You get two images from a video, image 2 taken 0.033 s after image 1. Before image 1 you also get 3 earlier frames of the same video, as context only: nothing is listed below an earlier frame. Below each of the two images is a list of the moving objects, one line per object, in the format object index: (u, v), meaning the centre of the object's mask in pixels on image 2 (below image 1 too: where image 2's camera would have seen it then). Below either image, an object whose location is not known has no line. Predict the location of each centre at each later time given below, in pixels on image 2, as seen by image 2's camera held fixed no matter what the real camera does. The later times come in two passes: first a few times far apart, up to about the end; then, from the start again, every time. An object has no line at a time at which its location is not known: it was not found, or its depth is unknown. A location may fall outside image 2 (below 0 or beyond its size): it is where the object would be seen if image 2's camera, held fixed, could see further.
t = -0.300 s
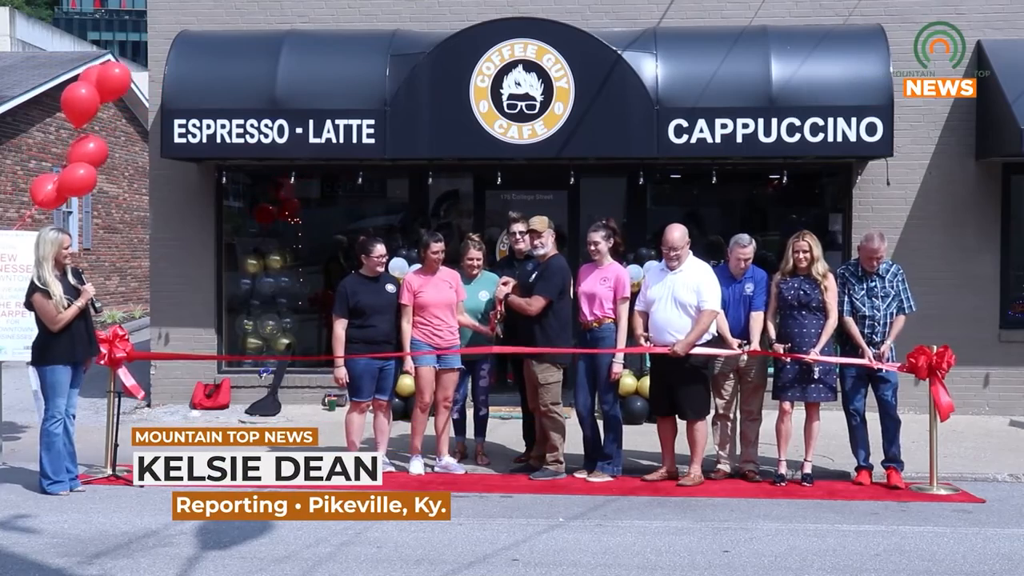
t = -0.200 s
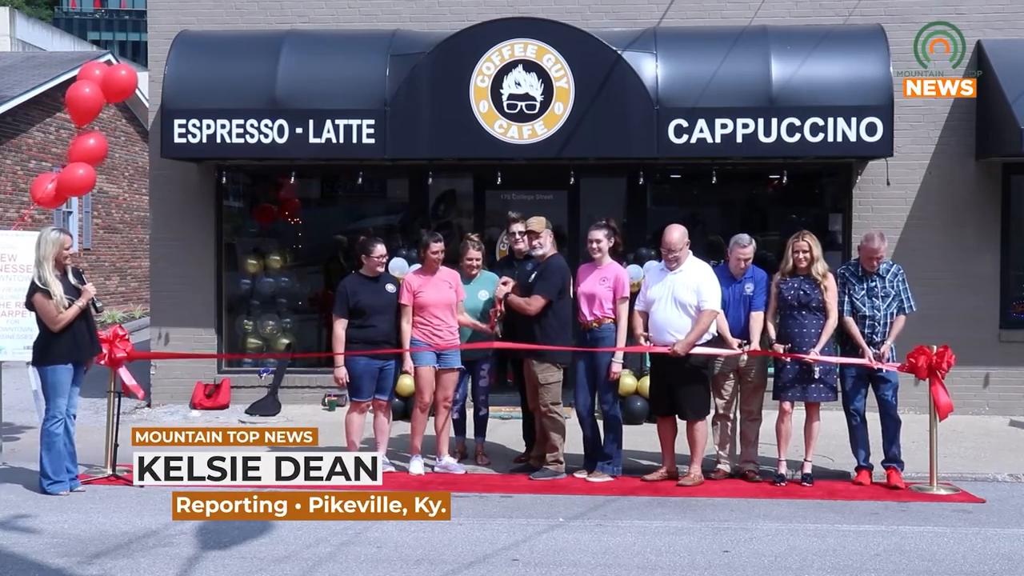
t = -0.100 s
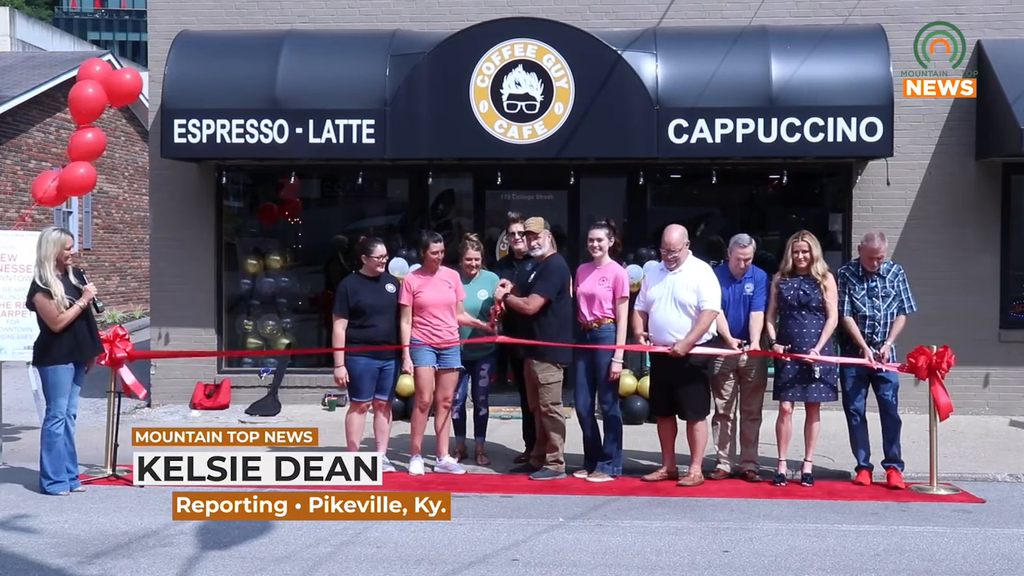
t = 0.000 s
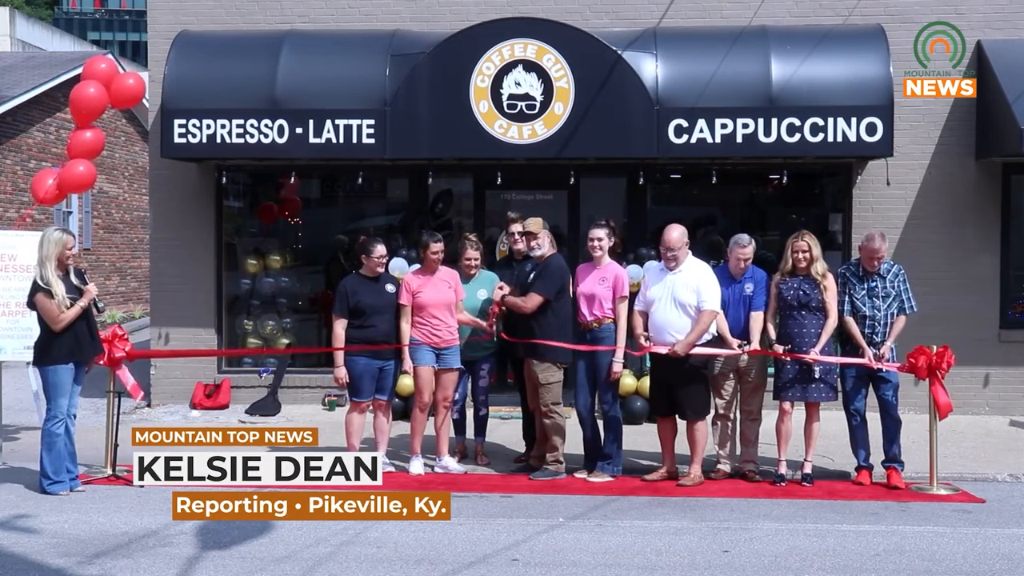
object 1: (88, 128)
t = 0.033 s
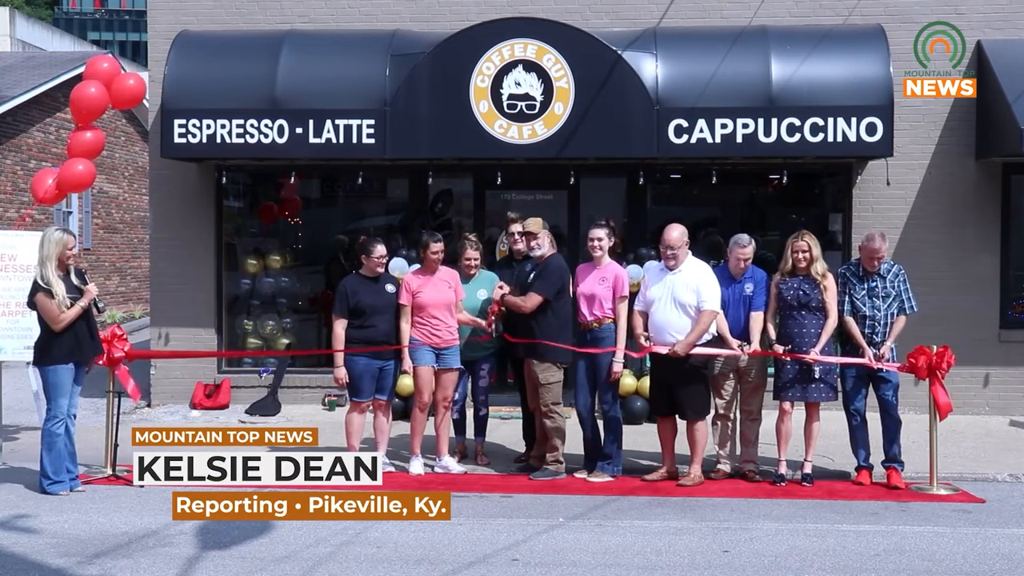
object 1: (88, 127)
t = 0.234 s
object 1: (93, 125)
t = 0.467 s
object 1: (93, 124)
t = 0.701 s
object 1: (94, 125)
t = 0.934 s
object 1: (96, 131)
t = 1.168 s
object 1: (97, 137)
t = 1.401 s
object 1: (94, 138)
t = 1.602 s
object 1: (91, 138)
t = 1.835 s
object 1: (88, 144)
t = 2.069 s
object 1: (95, 135)
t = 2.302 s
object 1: (83, 141)
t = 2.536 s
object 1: (90, 138)
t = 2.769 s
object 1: (94, 138)
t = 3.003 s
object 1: (93, 138)
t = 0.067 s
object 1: (89, 127)
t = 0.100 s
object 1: (90, 126)
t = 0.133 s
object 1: (91, 126)
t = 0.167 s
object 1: (91, 125)
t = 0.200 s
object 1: (92, 125)
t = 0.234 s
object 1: (93, 125)
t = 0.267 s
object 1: (93, 125)
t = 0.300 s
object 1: (93, 125)
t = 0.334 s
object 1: (93, 125)
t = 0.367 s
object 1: (93, 125)
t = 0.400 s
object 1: (93, 124)
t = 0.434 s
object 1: (93, 124)
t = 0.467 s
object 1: (93, 124)
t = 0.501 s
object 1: (93, 124)
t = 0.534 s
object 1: (93, 124)
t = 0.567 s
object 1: (93, 124)
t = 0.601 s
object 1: (93, 125)
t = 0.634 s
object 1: (94, 125)
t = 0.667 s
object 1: (94, 125)
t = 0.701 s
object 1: (94, 125)
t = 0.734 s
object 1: (95, 126)
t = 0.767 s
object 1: (95, 127)
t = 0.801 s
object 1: (95, 128)
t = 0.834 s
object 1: (95, 129)
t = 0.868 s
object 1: (96, 129)
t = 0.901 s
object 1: (96, 130)
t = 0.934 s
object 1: (96, 131)
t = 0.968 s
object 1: (97, 132)
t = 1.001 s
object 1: (97, 132)
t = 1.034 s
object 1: (97, 134)
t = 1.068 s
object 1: (97, 134)
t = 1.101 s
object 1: (97, 135)
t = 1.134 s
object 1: (97, 136)
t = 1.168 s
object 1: (97, 137)
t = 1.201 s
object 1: (97, 137)
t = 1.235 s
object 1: (96, 138)
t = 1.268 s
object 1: (96, 138)
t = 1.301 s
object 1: (96, 138)
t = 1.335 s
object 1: (95, 138)
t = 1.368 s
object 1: (95, 138)
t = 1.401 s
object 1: (94, 138)
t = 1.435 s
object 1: (94, 137)
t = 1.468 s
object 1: (93, 137)
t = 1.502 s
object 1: (93, 137)
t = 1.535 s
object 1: (92, 137)
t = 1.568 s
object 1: (92, 138)
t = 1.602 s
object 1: (91, 138)
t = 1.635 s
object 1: (91, 139)
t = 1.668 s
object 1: (91, 140)
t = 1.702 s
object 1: (90, 141)
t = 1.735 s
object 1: (90, 142)
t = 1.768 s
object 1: (90, 142)
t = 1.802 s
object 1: (89, 144)
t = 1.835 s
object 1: (88, 144)
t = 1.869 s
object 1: (87, 144)
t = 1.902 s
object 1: (86, 144)
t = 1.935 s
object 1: (85, 145)
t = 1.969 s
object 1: (85, 145)
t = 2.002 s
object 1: (84, 145)
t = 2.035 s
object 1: (84, 145)
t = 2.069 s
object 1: (95, 135)
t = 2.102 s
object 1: (95, 135)
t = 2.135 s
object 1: (82, 144)
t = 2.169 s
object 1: (81, 144)
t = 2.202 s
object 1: (81, 143)
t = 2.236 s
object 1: (81, 143)
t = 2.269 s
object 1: (82, 142)
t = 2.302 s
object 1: (83, 141)
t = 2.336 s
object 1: (83, 141)
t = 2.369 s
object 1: (85, 140)
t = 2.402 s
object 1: (85, 139)
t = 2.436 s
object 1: (86, 138)
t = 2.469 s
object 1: (88, 138)
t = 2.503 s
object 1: (88, 138)
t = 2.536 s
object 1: (90, 138)
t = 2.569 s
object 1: (91, 138)
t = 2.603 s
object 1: (91, 138)
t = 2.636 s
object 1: (93, 138)
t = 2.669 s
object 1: (94, 138)
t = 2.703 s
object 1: (94, 138)
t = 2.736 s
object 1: (94, 138)
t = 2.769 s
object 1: (94, 138)
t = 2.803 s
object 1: (95, 139)
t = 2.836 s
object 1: (95, 138)
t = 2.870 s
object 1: (94, 138)
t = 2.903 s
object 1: (94, 138)
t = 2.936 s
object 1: (94, 138)
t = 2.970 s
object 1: (93, 138)
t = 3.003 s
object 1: (93, 138)
